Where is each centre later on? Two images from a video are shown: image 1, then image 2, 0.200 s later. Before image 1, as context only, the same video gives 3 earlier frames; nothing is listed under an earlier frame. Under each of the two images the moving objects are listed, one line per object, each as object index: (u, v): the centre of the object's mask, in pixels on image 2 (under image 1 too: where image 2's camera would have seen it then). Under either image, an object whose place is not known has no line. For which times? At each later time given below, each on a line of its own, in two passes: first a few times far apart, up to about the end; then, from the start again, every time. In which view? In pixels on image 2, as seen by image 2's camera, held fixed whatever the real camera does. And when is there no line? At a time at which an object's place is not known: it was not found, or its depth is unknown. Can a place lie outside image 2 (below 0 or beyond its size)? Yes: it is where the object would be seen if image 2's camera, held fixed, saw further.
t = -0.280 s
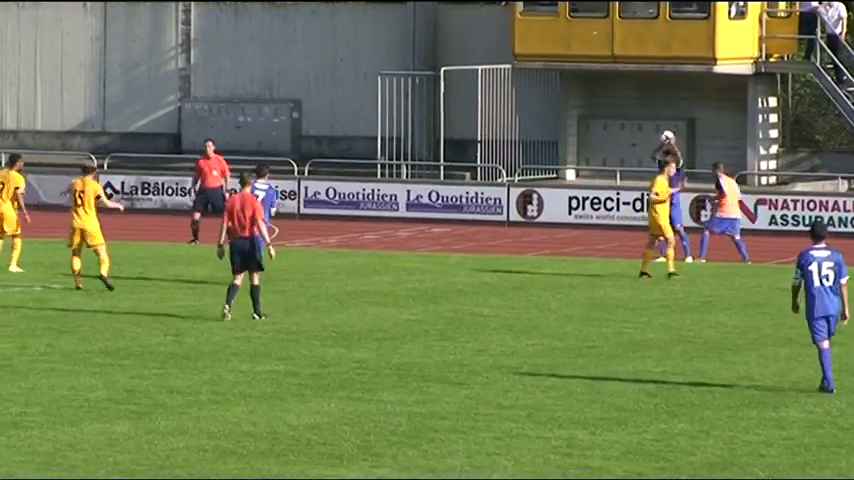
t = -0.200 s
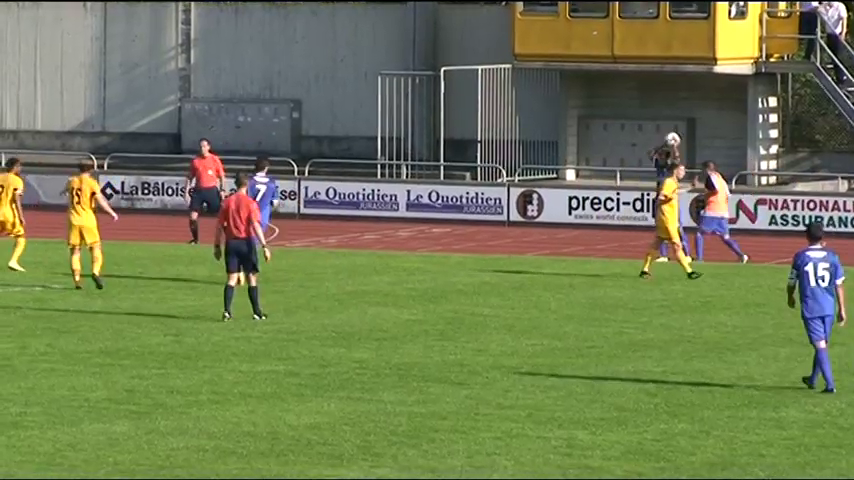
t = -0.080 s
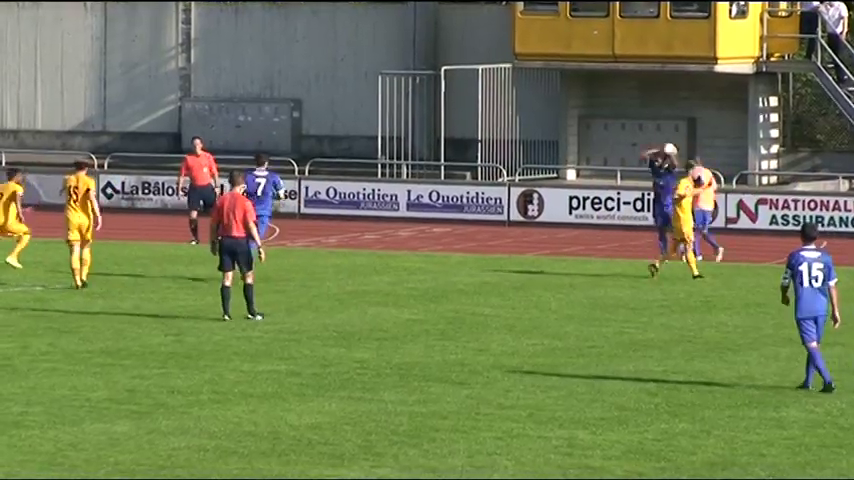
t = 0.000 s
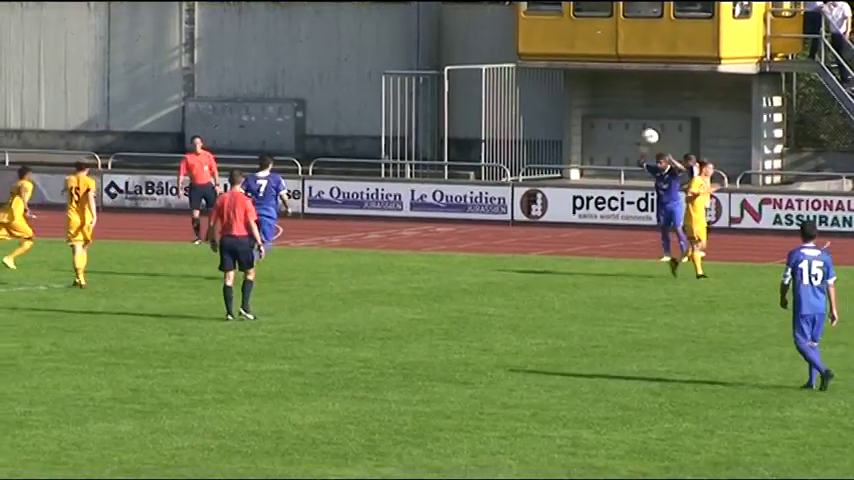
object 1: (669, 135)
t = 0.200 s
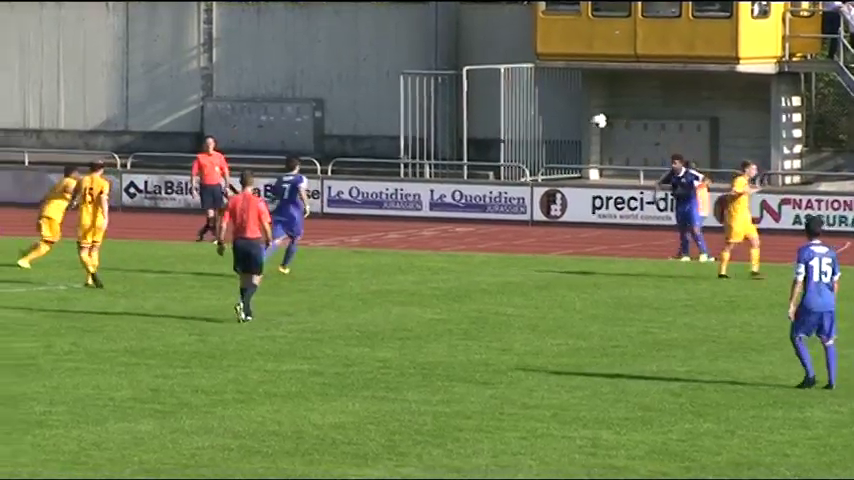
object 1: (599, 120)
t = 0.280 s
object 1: (571, 121)
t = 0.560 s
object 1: (478, 162)
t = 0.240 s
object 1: (585, 120)
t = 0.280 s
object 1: (571, 121)
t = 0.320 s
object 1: (558, 124)
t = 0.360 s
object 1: (545, 127)
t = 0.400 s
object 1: (531, 132)
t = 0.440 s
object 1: (518, 138)
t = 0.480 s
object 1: (503, 145)
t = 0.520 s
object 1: (490, 154)
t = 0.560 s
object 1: (478, 162)
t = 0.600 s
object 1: (464, 172)
